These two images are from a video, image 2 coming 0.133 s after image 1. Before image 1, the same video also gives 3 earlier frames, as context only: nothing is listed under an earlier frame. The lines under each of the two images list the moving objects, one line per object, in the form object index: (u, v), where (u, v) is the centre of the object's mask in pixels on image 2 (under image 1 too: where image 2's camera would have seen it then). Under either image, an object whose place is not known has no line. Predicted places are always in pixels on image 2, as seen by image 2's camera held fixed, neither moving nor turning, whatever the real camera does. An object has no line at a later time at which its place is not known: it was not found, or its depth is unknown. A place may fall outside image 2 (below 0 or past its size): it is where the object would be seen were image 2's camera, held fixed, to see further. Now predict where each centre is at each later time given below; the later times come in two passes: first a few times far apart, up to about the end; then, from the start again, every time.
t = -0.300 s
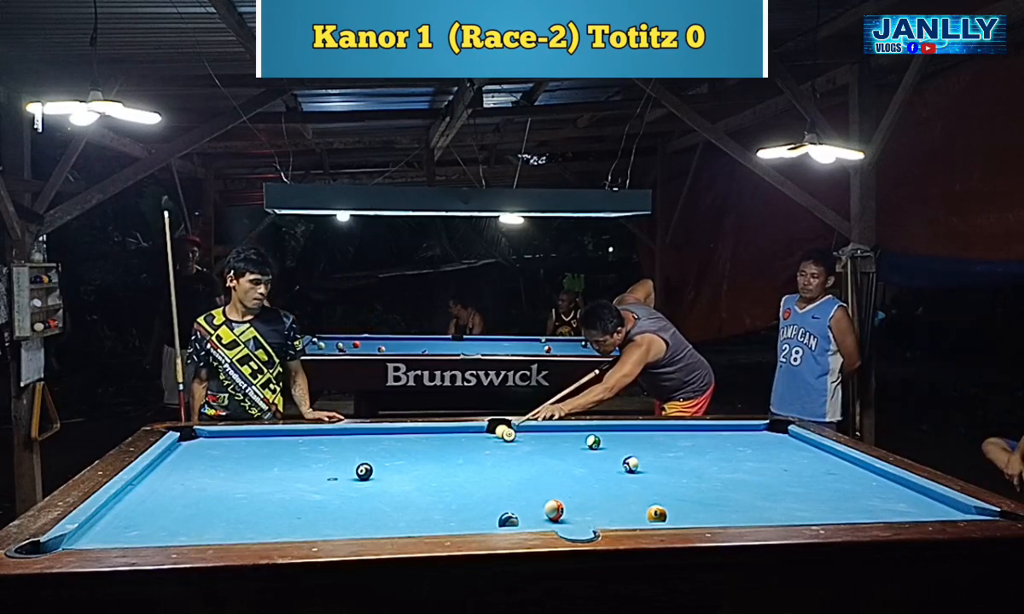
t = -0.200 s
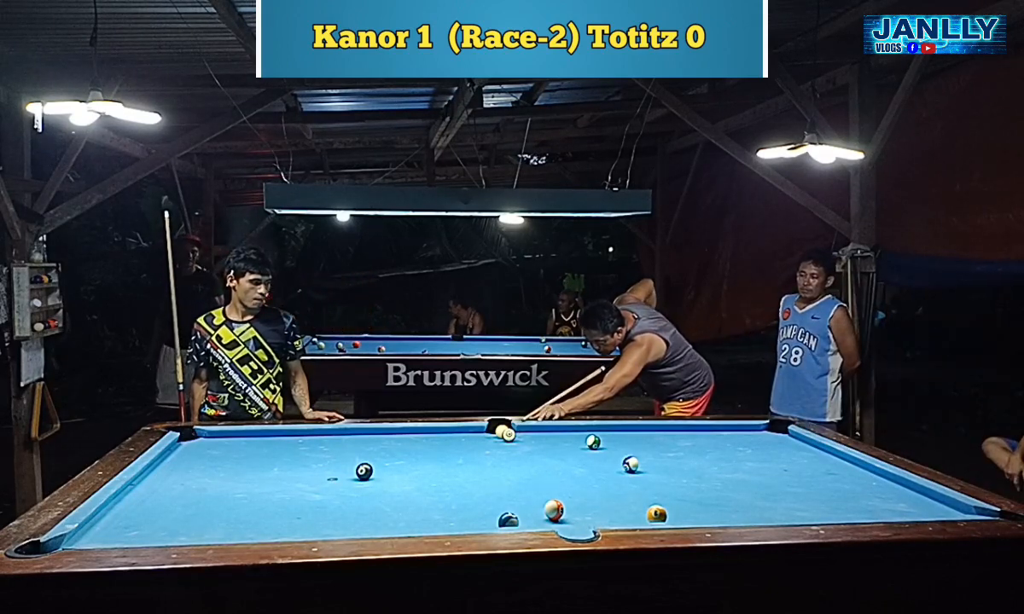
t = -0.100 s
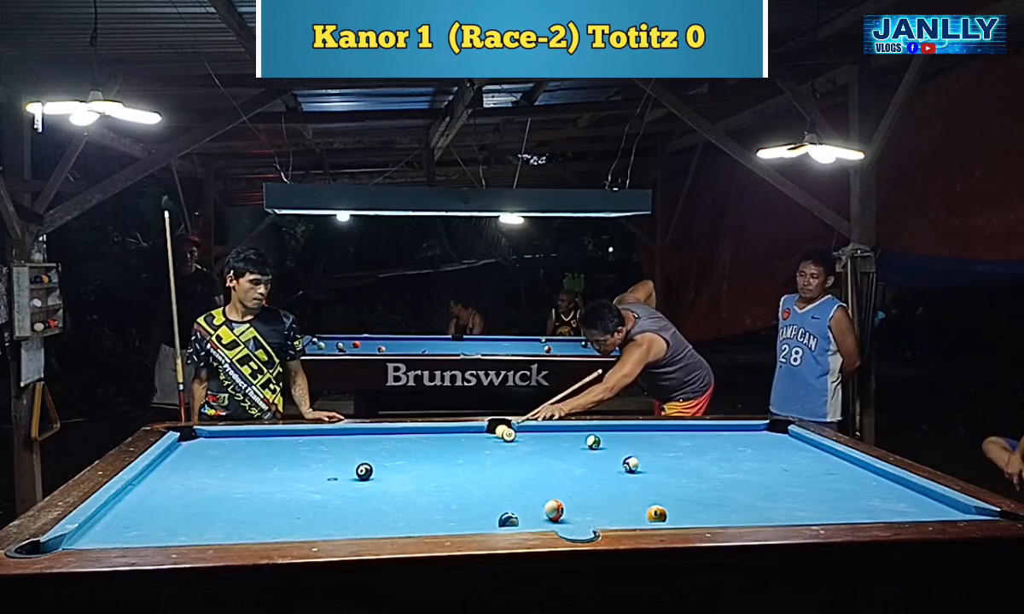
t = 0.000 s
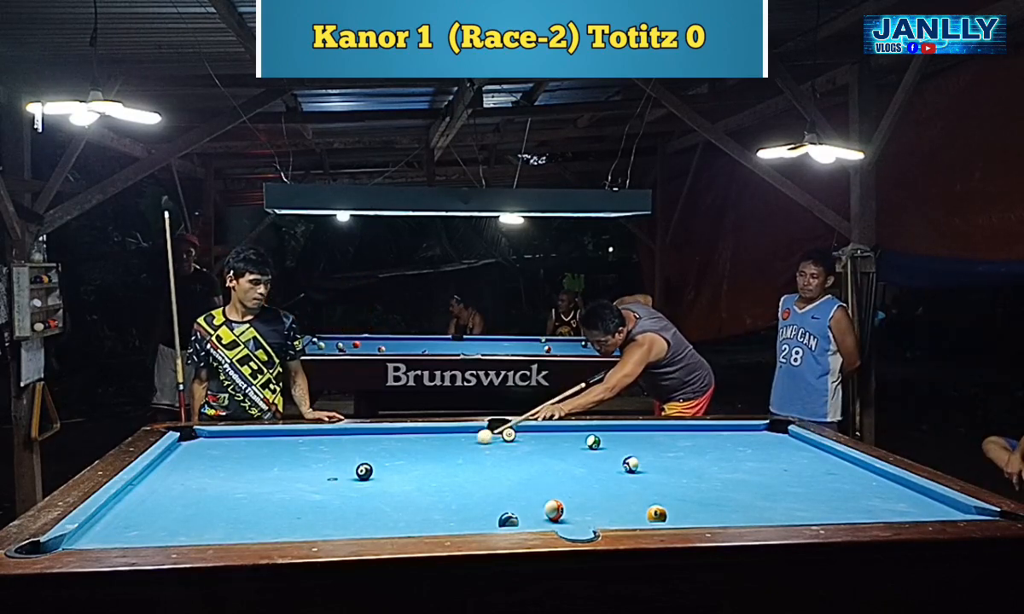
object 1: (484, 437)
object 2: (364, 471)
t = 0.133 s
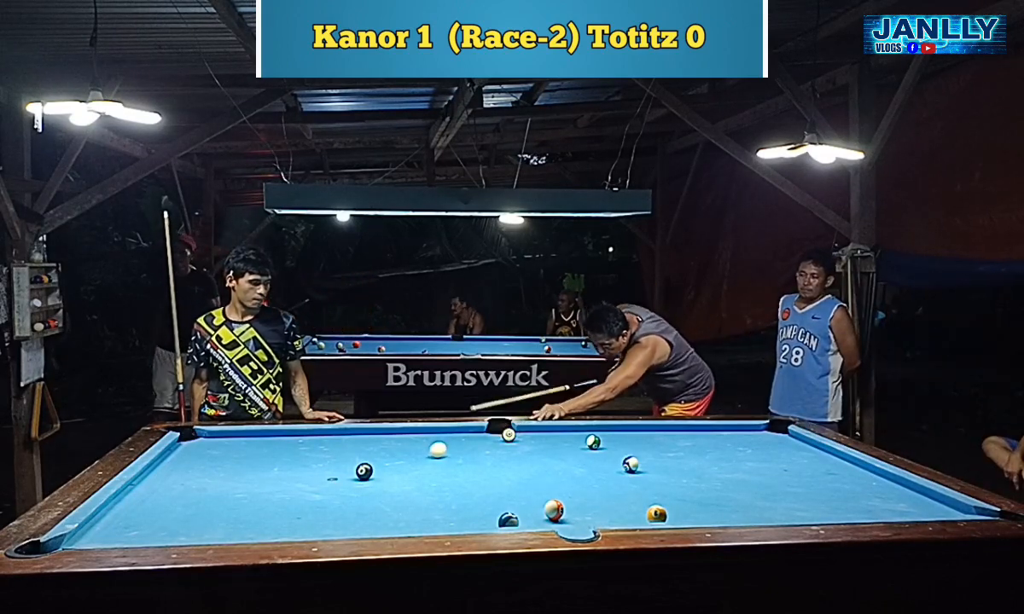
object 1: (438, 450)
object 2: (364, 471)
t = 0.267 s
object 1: (389, 464)
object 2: (364, 472)
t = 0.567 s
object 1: (362, 475)
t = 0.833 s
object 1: (337, 485)
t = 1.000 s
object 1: (320, 491)
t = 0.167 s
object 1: (426, 453)
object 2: (364, 472)
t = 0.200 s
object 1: (414, 457)
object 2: (364, 471)
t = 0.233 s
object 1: (402, 460)
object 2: (364, 472)
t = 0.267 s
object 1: (389, 464)
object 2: (364, 472)
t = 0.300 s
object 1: (377, 468)
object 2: (361, 472)
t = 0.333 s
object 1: (377, 468)
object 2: (347, 476)
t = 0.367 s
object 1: (377, 469)
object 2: (333, 480)
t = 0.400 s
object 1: (376, 469)
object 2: (319, 484)
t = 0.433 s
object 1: (374, 470)
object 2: (306, 487)
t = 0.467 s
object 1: (371, 471)
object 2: (292, 491)
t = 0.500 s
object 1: (368, 472)
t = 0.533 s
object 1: (365, 473)
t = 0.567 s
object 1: (362, 475)
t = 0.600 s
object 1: (359, 476)
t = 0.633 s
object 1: (356, 477)
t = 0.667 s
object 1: (353, 478)
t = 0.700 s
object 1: (350, 479)
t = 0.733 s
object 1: (346, 481)
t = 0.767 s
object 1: (343, 482)
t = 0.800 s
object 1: (340, 483)
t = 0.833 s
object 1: (337, 485)
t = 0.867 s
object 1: (333, 486)
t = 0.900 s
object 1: (330, 487)
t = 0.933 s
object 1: (327, 488)
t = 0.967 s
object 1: (323, 490)
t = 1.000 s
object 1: (320, 491)
